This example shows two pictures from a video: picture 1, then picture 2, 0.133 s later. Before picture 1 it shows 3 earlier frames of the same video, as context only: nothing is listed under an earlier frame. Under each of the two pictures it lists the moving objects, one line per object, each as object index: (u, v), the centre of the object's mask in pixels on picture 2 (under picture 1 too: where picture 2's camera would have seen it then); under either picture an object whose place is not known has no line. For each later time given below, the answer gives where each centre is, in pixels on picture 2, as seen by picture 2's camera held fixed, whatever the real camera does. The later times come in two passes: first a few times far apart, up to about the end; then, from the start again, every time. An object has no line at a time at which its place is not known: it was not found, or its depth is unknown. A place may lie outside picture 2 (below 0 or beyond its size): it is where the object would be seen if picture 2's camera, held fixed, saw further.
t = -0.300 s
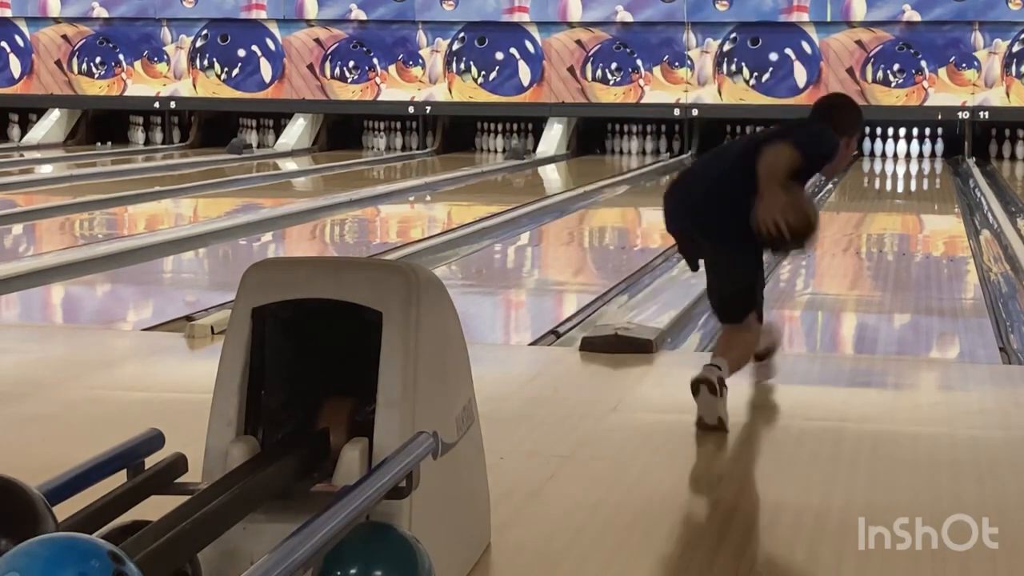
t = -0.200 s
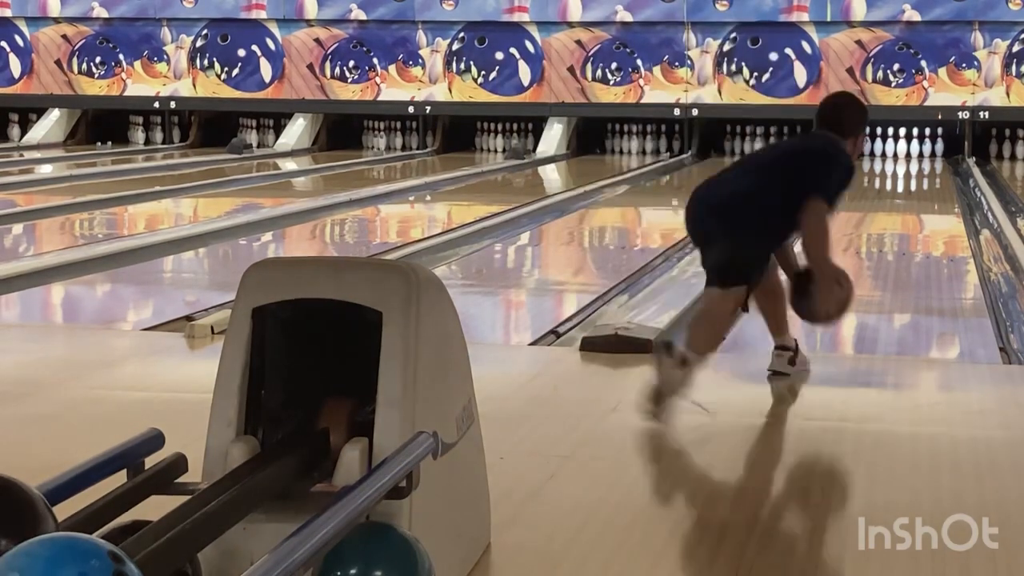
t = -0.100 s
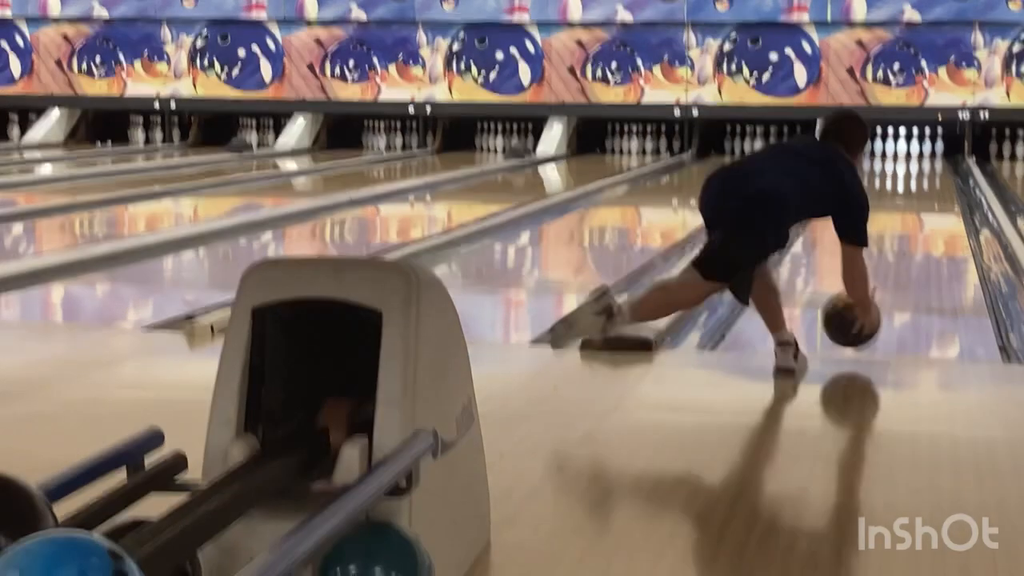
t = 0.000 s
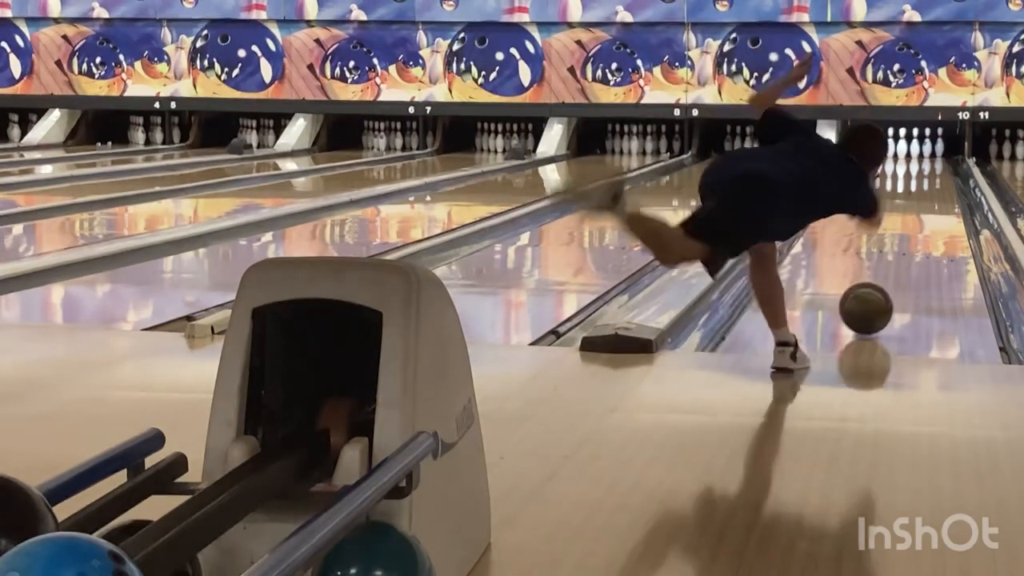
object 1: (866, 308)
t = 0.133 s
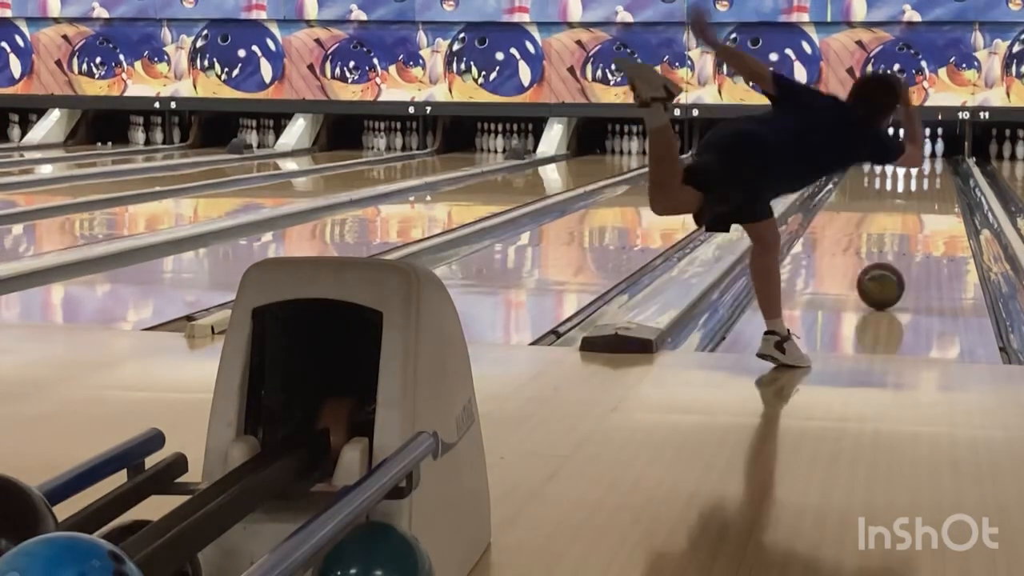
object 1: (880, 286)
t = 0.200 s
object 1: (886, 275)
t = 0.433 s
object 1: (903, 246)
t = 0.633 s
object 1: (913, 226)
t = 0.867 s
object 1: (922, 208)
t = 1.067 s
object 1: (927, 195)
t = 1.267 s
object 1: (931, 186)
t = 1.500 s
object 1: (933, 177)
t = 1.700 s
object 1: (931, 169)
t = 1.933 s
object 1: (928, 162)
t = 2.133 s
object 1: (920, 157)
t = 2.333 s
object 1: (909, 153)
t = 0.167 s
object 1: (883, 280)
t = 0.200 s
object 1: (886, 275)
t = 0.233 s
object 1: (889, 270)
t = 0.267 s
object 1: (892, 265)
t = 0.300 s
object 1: (894, 261)
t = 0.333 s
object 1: (897, 258)
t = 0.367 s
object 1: (899, 253)
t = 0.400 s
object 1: (901, 250)
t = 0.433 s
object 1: (903, 246)
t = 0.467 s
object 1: (905, 242)
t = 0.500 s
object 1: (907, 238)
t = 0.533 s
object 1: (909, 235)
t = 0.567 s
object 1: (910, 232)
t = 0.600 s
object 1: (912, 229)
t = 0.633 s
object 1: (913, 226)
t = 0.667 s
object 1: (915, 224)
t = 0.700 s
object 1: (916, 220)
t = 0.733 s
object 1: (918, 218)
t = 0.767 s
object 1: (919, 215)
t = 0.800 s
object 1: (920, 213)
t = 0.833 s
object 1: (921, 210)
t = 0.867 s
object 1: (922, 208)
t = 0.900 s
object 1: (924, 206)
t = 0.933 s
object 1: (924, 205)
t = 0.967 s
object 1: (925, 202)
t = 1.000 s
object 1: (926, 200)
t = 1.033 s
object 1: (927, 197)
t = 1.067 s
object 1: (927, 195)
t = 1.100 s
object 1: (929, 193)
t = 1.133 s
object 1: (929, 192)
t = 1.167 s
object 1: (930, 190)
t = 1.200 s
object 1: (930, 189)
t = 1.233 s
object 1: (931, 187)
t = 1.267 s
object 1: (931, 186)
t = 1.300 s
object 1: (932, 184)
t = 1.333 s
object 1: (932, 183)
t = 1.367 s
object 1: (932, 181)
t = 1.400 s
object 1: (935, 178)
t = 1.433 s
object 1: (933, 179)
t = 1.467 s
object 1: (933, 177)
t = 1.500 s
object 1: (933, 177)
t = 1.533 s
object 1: (933, 175)
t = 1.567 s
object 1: (932, 174)
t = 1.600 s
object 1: (933, 173)
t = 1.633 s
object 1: (932, 172)
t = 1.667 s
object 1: (932, 170)
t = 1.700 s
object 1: (931, 169)
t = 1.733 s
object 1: (932, 168)
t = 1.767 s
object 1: (931, 167)
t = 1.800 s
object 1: (932, 166)
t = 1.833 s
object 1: (930, 165)
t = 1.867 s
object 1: (930, 164)
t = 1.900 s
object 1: (929, 163)
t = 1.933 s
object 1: (928, 162)
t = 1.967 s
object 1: (927, 162)
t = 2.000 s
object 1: (925, 160)
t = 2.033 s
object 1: (924, 160)
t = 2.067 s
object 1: (922, 159)
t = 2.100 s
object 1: (921, 158)
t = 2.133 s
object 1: (920, 157)
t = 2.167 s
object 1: (918, 156)
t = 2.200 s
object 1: (916, 155)
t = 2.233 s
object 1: (915, 155)
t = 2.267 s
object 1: (913, 155)
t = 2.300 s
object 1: (912, 154)
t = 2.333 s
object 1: (909, 153)
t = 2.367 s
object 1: (907, 153)
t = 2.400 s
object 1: (905, 152)
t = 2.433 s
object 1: (903, 151)
